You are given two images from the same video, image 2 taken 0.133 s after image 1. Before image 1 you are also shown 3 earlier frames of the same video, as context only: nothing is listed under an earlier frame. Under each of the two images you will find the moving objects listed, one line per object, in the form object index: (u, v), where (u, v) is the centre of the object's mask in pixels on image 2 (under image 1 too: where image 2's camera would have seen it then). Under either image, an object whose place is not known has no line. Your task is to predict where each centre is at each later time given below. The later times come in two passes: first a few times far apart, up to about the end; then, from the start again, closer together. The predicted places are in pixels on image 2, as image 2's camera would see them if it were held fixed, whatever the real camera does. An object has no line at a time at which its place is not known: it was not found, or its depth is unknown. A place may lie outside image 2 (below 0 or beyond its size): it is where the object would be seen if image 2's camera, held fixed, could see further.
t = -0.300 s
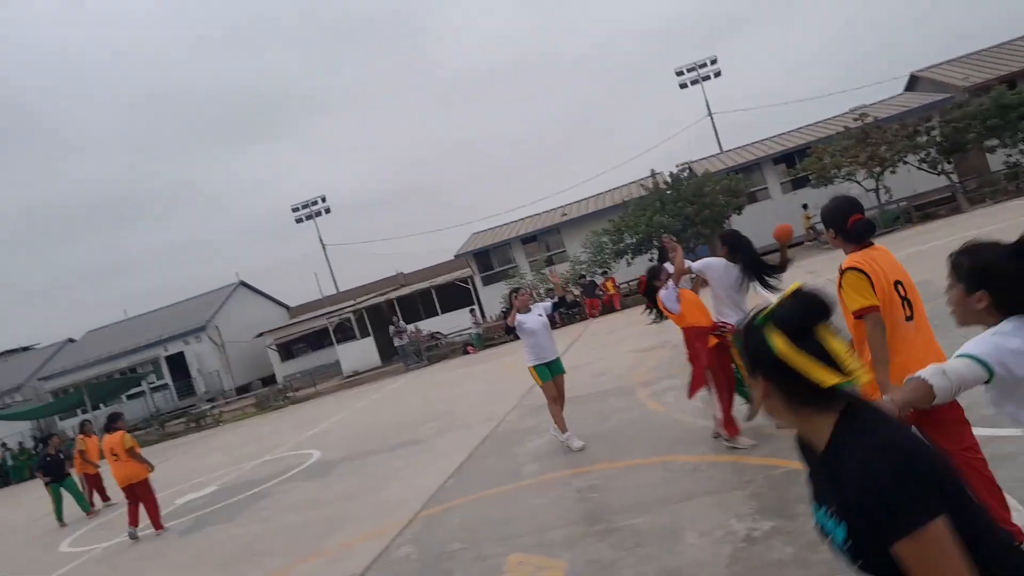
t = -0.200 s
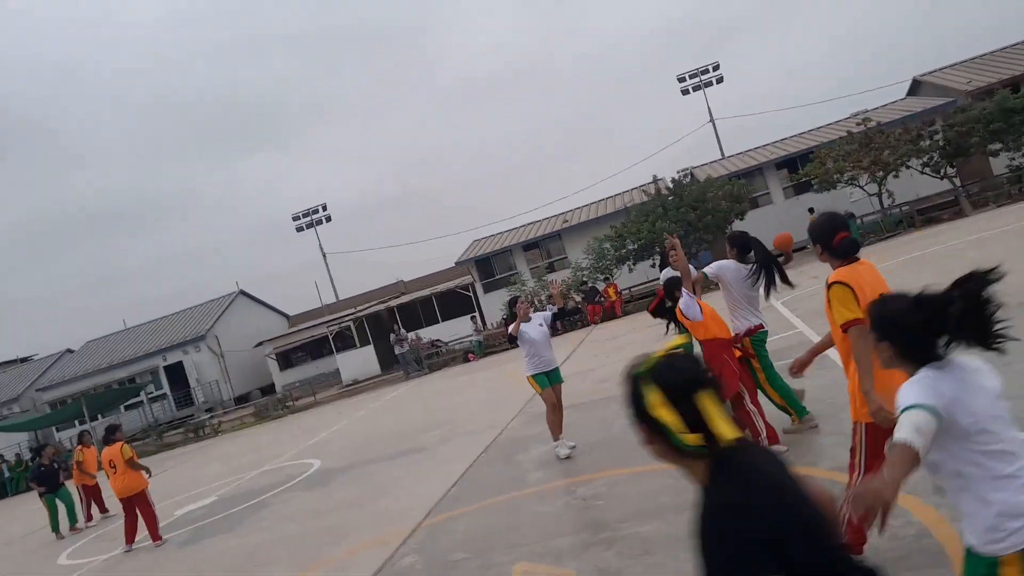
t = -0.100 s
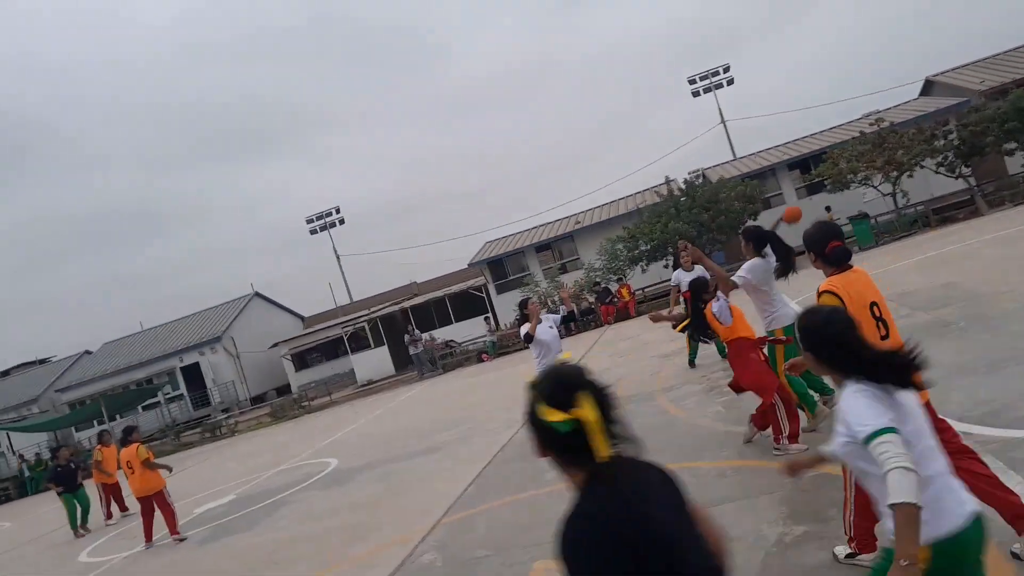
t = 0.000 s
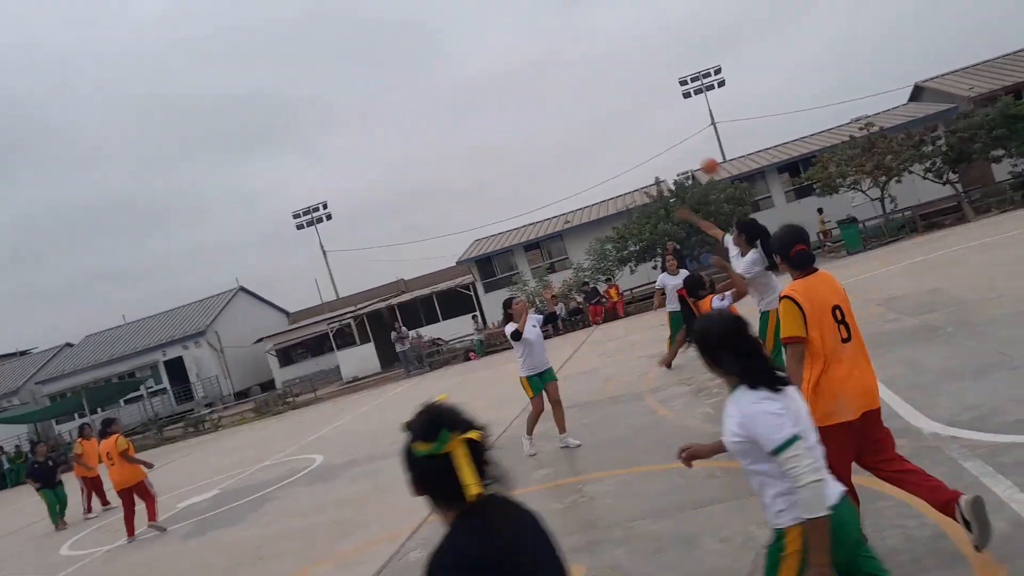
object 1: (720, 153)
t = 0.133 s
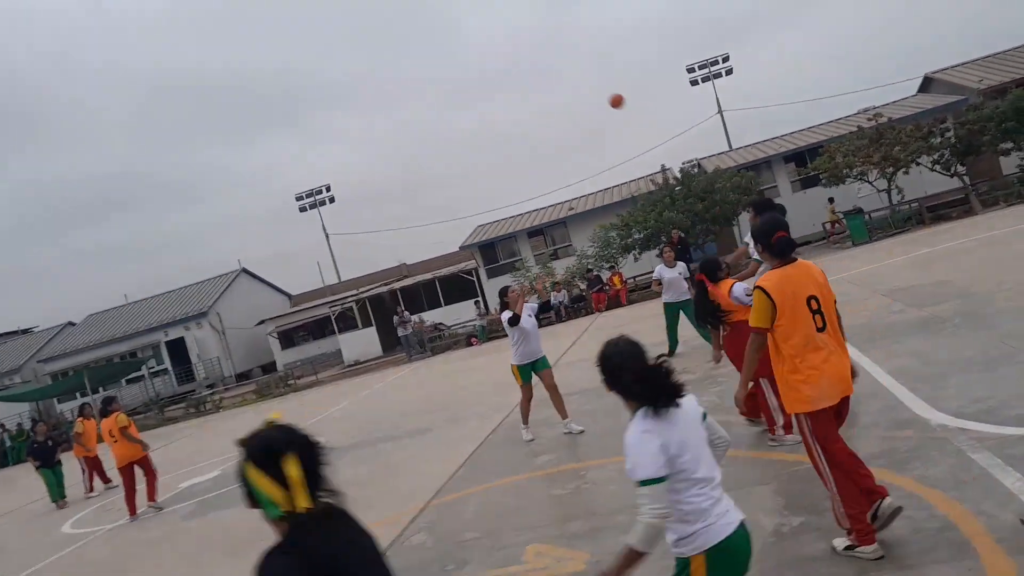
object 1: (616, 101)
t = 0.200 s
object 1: (573, 85)
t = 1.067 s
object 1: (361, 179)
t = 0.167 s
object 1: (592, 92)
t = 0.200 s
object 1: (573, 85)
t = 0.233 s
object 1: (559, 80)
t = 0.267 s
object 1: (542, 72)
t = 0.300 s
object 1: (522, 69)
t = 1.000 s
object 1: (367, 160)
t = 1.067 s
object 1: (361, 179)
